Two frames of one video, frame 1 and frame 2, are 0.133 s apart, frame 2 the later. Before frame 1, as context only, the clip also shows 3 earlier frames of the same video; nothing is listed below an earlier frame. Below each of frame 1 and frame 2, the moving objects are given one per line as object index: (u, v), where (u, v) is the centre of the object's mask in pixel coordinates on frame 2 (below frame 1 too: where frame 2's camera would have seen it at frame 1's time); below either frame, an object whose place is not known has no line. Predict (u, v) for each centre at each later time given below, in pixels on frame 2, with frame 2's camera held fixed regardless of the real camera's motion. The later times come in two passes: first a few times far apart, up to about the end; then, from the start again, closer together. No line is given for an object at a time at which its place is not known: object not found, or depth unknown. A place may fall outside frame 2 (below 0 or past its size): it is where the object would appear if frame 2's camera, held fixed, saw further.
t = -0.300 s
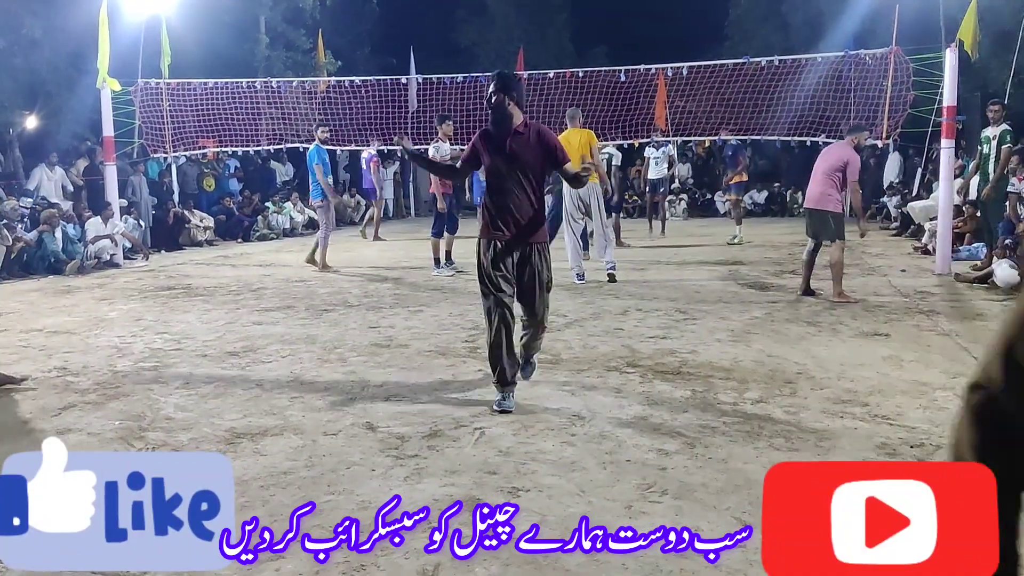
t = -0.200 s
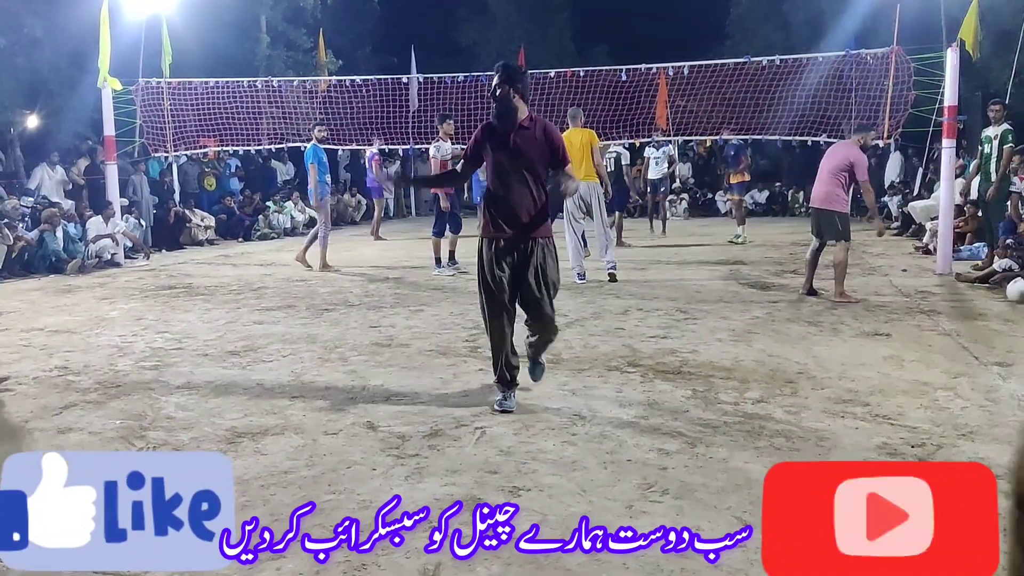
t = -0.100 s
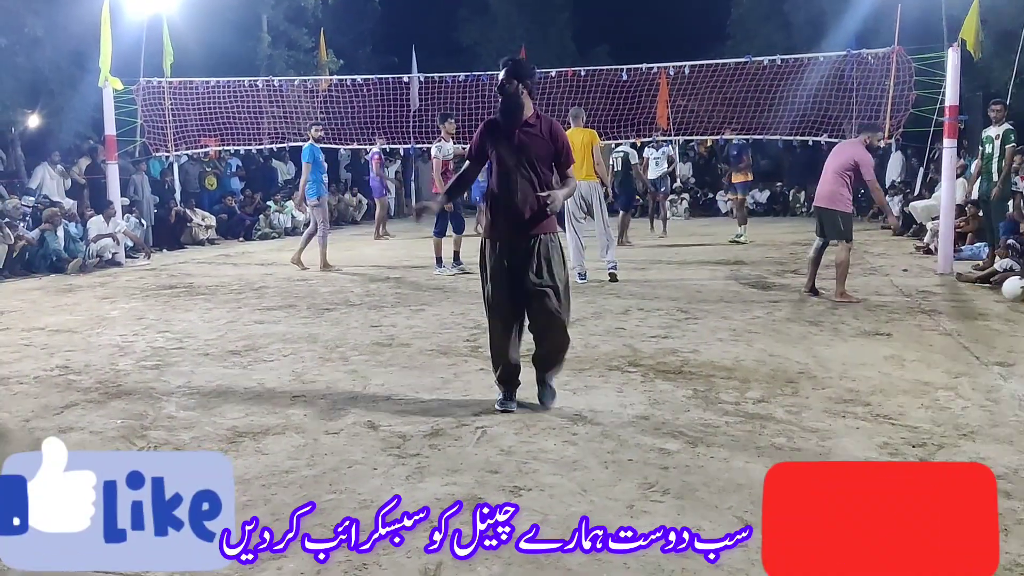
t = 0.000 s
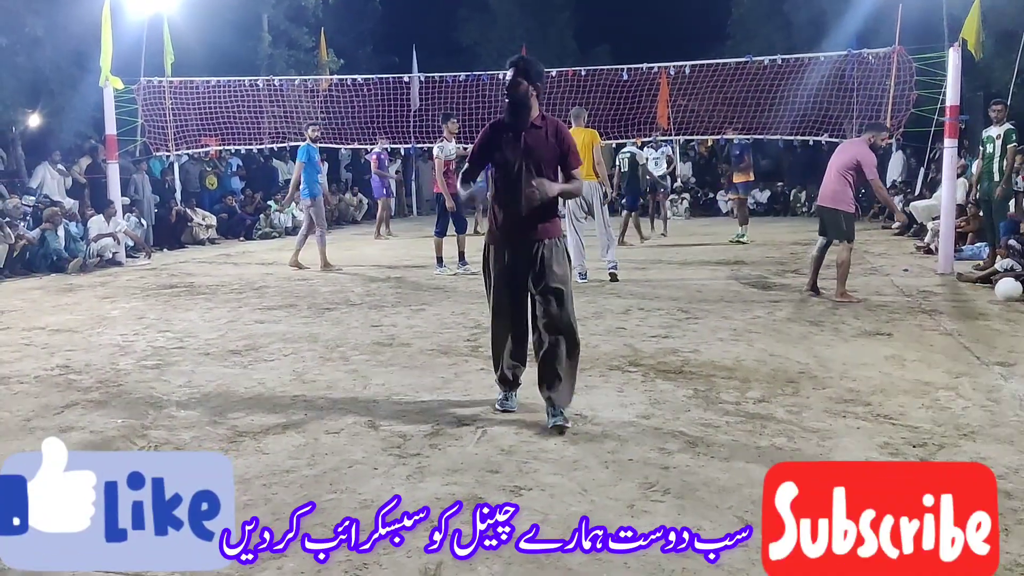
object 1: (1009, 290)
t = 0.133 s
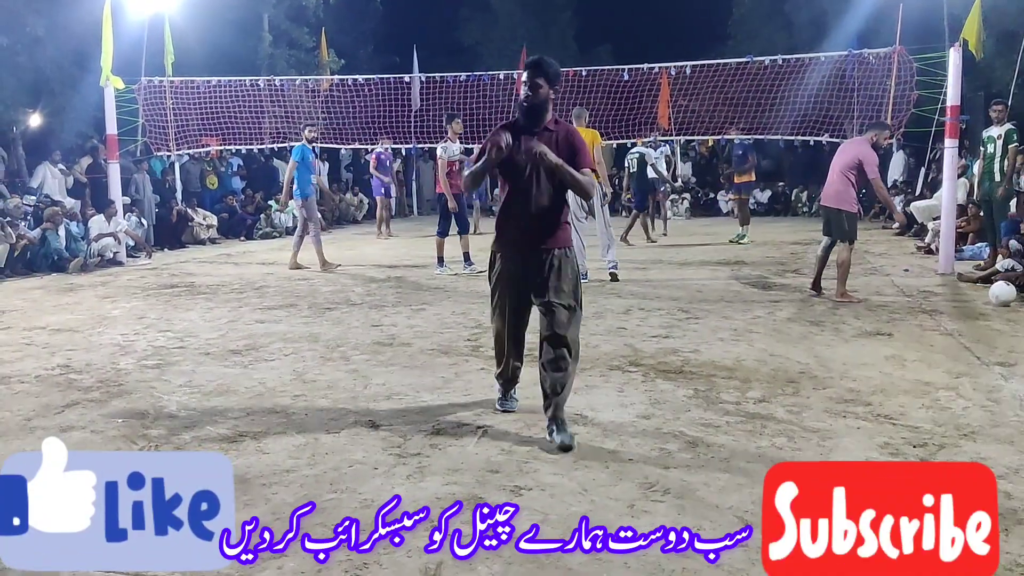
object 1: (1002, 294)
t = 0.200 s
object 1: (999, 291)
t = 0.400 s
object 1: (988, 295)
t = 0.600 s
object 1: (965, 301)
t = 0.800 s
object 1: (946, 307)
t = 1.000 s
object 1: (925, 315)
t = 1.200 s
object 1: (901, 322)
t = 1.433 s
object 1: (868, 330)
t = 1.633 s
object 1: (837, 337)
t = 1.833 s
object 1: (805, 346)
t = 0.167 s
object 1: (1001, 291)
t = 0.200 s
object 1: (999, 291)
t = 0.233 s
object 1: (997, 292)
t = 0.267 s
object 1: (995, 294)
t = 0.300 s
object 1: (993, 294)
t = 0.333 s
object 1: (992, 293)
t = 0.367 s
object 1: (990, 294)
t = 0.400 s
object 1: (988, 295)
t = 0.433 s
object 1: (986, 296)
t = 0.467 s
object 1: (983, 297)
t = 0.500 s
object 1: (978, 298)
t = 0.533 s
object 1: (974, 299)
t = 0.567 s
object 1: (969, 301)
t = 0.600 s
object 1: (965, 301)
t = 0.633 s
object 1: (962, 301)
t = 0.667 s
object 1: (959, 302)
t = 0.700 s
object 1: (956, 304)
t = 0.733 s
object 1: (953, 305)
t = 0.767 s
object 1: (949, 307)
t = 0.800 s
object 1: (946, 307)
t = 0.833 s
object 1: (942, 308)
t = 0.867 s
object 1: (939, 310)
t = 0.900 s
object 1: (936, 310)
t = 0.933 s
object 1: (932, 311)
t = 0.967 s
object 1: (929, 313)
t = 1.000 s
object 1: (925, 315)
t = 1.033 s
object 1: (921, 314)
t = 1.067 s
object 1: (917, 315)
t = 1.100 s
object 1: (913, 317)
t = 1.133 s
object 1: (909, 320)
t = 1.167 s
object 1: (905, 321)
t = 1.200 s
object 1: (901, 322)
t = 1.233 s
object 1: (896, 324)
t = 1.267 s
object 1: (890, 325)
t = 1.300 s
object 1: (885, 326)
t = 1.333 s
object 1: (881, 326)
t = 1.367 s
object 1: (878, 326)
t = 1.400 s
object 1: (873, 328)
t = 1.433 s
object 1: (868, 330)
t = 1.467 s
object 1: (863, 331)
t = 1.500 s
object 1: (857, 332)
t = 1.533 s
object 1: (852, 334)
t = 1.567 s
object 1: (847, 334)
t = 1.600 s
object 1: (842, 334)
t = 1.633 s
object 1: (837, 337)
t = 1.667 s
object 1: (833, 337)
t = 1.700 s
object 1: (827, 337)
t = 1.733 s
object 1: (822, 340)
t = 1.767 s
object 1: (817, 342)
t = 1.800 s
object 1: (810, 344)
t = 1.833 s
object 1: (805, 346)
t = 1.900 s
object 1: (791, 351)
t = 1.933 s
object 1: (787, 352)
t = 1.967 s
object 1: (782, 353)
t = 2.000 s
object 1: (776, 354)
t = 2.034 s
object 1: (769, 358)
